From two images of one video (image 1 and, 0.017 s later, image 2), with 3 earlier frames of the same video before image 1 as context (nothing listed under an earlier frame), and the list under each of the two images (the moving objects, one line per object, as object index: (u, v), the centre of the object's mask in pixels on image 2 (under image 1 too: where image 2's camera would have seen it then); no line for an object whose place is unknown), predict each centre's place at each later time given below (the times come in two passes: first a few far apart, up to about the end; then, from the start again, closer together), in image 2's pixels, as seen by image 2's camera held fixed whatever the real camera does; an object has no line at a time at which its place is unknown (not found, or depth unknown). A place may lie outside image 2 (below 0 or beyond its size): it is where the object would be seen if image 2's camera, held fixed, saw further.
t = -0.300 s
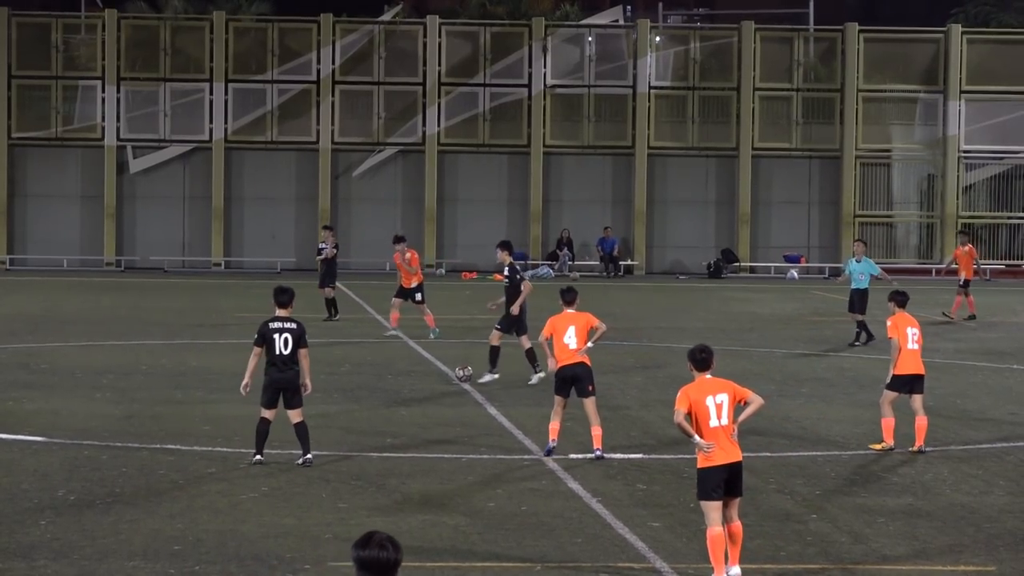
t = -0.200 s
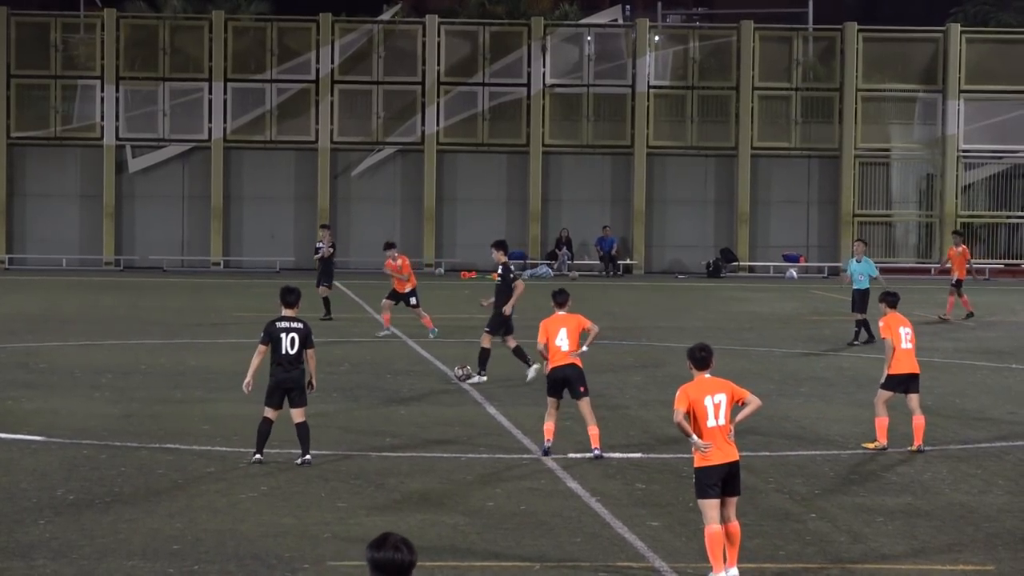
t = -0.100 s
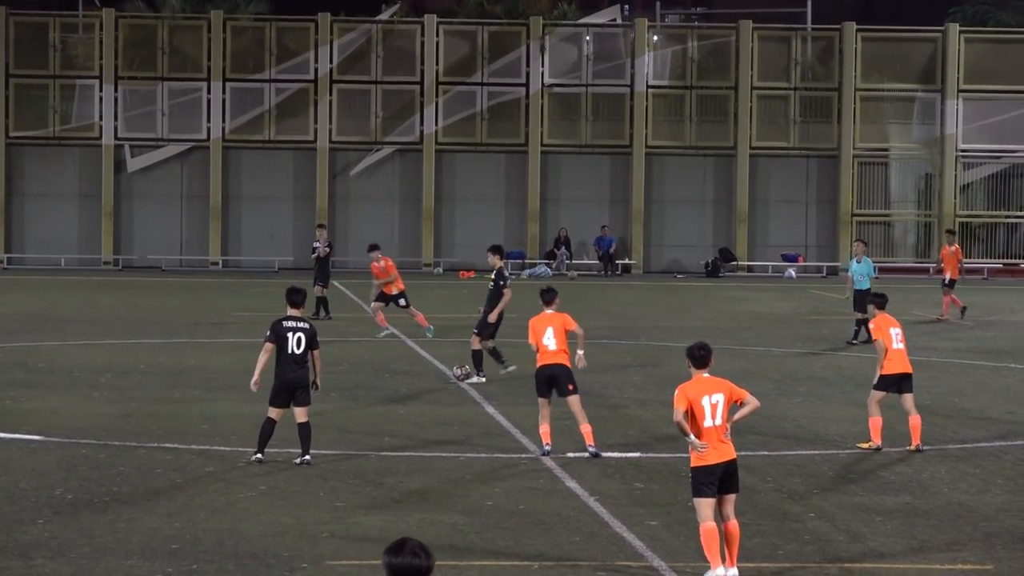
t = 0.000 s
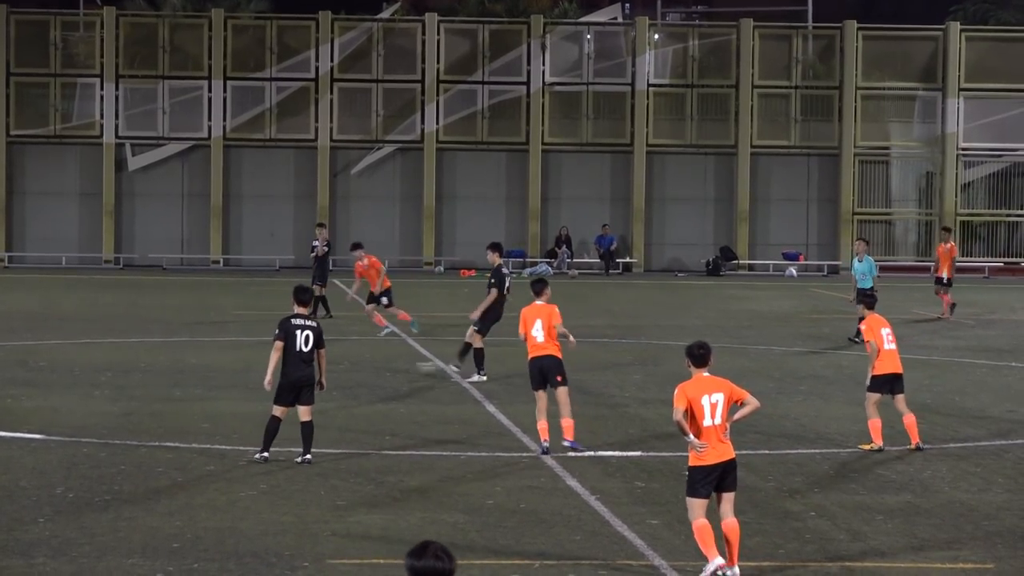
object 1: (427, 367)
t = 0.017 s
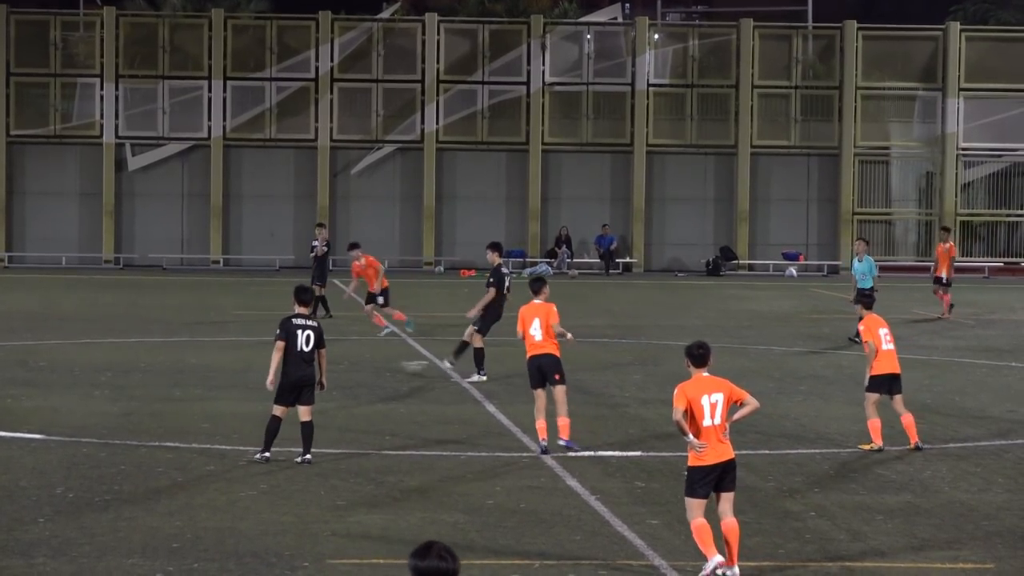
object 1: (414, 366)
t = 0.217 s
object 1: (242, 367)
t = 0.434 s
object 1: (86, 362)
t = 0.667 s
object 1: (-57, 364)
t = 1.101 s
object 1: (-305, 359)
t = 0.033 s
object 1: (400, 366)
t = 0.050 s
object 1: (386, 366)
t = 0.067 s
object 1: (370, 365)
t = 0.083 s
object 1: (356, 365)
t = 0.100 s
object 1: (342, 365)
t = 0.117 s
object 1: (334, 365)
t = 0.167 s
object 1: (278, 366)
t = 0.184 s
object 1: (267, 369)
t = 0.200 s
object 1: (256, 370)
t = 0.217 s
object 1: (242, 367)
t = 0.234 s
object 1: (230, 366)
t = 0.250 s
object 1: (217, 365)
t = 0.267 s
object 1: (204, 365)
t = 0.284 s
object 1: (191, 364)
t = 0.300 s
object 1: (179, 365)
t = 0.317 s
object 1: (166, 365)
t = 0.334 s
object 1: (153, 365)
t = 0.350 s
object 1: (141, 366)
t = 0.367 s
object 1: (128, 368)
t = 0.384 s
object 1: (118, 368)
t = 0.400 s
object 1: (111, 367)
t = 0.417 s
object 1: (97, 363)
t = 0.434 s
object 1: (86, 362)
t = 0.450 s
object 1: (76, 361)
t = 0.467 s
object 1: (66, 360)
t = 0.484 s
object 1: (56, 359)
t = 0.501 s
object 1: (46, 359)
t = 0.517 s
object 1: (36, 359)
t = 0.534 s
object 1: (26, 358)
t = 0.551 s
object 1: (16, 358)
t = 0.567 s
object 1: (5, 359)
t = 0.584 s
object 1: (-6, 360)
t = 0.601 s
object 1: (-16, 361)
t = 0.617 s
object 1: (-27, 362)
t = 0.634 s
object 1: (-37, 364)
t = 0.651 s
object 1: (-47, 365)
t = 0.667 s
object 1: (-57, 364)
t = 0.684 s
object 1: (-67, 363)
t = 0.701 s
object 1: (-77, 363)
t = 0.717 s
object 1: (-86, 362)
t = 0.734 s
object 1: (-96, 362)
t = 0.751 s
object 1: (-106, 362)
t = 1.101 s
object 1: (-305, 359)
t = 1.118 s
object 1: (-310, 360)
